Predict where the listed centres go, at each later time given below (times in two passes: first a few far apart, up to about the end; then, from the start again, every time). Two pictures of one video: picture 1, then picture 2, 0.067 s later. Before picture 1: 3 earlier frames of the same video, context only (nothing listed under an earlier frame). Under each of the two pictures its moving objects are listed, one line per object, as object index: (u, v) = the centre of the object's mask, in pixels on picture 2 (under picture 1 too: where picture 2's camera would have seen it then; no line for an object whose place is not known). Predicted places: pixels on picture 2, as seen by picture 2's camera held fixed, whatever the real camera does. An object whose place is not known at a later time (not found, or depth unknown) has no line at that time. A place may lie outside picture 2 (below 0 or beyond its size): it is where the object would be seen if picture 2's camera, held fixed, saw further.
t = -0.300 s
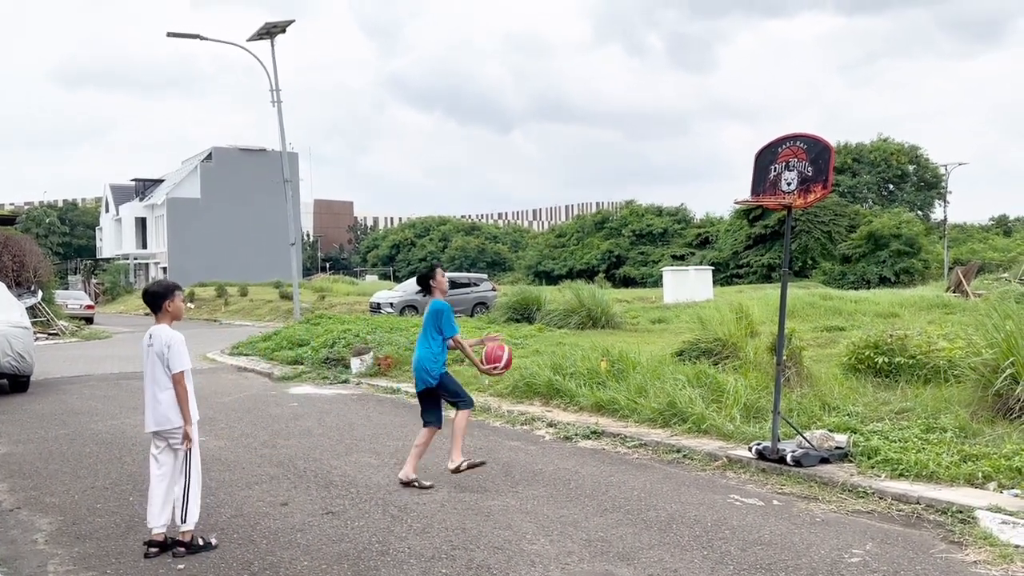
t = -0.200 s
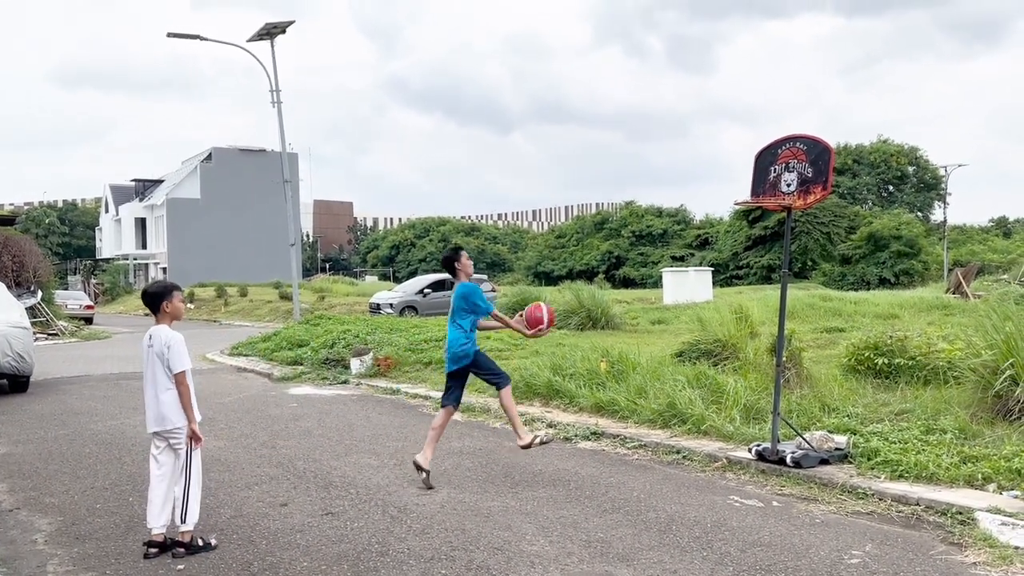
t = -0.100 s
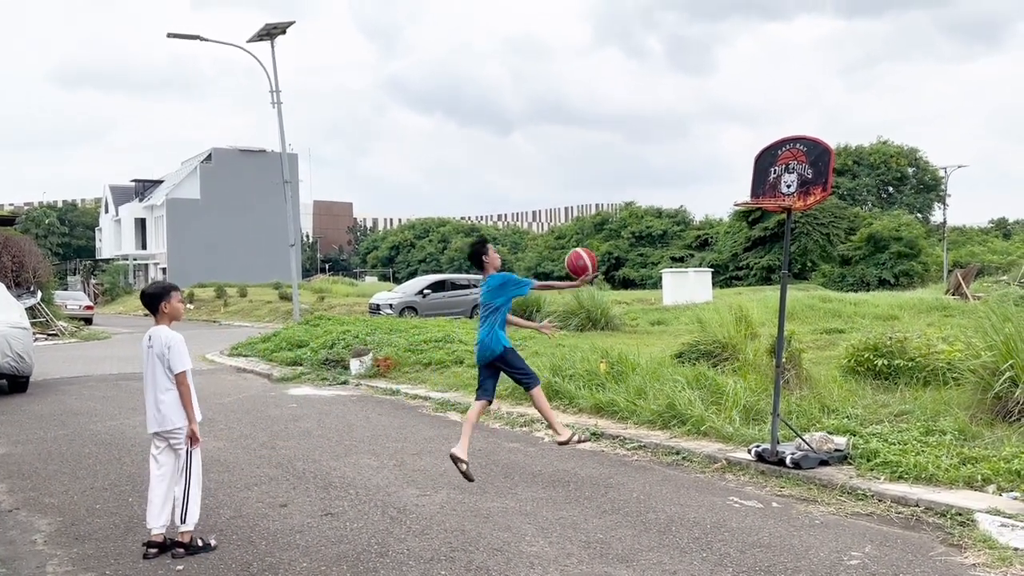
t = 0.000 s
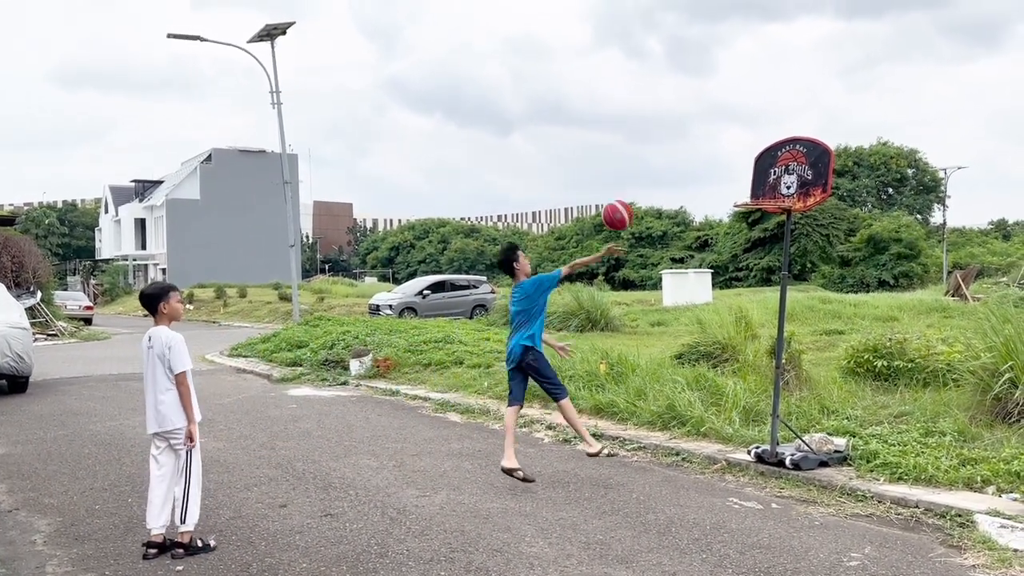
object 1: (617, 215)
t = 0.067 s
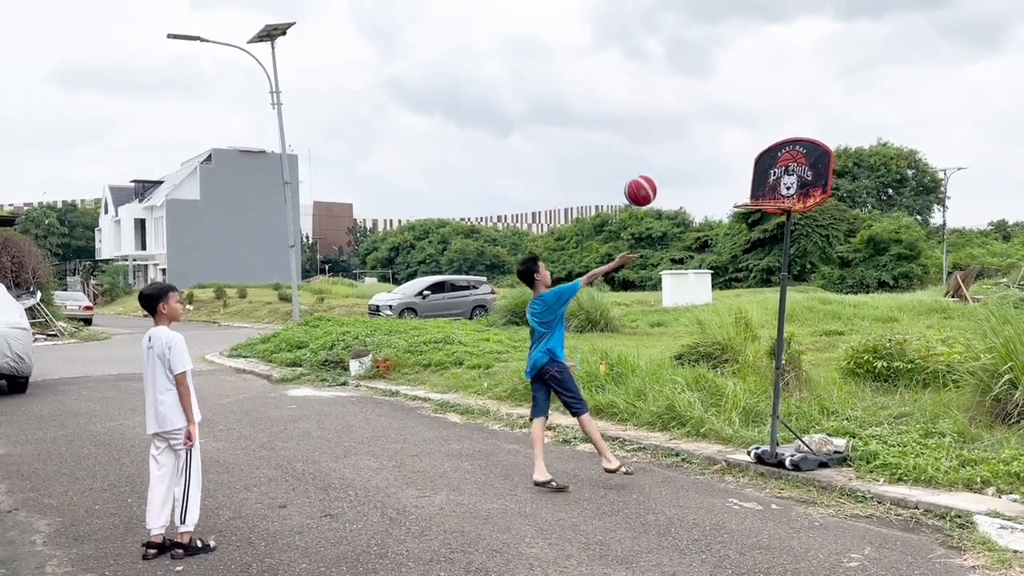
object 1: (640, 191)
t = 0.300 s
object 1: (722, 149)
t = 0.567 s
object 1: (775, 174)
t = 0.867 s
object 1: (767, 189)
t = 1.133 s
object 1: (752, 185)
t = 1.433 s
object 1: (744, 189)
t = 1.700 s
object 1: (740, 232)
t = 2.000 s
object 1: (737, 397)
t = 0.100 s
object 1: (652, 181)
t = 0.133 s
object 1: (664, 172)
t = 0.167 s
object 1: (676, 164)
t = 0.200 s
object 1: (687, 158)
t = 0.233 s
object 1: (699, 154)
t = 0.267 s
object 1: (711, 151)
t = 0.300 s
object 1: (722, 149)
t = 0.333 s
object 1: (734, 149)
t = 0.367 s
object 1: (746, 151)
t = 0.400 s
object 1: (757, 154)
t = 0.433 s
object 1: (766, 157)
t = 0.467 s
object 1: (771, 160)
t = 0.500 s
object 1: (774, 164)
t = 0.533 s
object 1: (776, 168)
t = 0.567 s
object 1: (775, 174)
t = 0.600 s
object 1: (778, 181)
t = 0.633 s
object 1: (781, 187)
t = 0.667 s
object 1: (780, 187)
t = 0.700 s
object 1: (778, 185)
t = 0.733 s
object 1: (777, 185)
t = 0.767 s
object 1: (774, 186)
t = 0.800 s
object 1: (772, 189)
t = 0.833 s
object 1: (769, 190)
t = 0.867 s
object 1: (767, 189)
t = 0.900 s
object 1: (764, 189)
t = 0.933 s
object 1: (761, 189)
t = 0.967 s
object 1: (759, 188)
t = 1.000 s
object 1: (758, 187)
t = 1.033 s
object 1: (757, 187)
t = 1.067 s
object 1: (756, 187)
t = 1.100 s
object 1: (755, 186)
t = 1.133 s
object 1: (752, 185)
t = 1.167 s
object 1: (752, 186)
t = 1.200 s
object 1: (751, 187)
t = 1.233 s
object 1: (750, 186)
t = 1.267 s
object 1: (748, 186)
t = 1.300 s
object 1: (748, 186)
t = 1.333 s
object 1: (746, 187)
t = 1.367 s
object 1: (746, 187)
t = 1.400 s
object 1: (745, 188)
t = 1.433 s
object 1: (744, 189)
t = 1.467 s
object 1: (744, 190)
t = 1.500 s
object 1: (743, 192)
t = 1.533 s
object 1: (743, 195)
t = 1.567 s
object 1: (741, 199)
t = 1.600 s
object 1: (741, 204)
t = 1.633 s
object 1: (741, 212)
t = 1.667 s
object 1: (740, 221)
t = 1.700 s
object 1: (740, 232)
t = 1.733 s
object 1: (740, 243)
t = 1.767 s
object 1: (739, 257)
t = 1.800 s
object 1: (738, 272)
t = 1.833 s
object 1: (738, 289)
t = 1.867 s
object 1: (738, 308)
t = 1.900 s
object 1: (737, 328)
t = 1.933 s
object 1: (737, 349)
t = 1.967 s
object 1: (737, 372)
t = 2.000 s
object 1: (737, 397)
